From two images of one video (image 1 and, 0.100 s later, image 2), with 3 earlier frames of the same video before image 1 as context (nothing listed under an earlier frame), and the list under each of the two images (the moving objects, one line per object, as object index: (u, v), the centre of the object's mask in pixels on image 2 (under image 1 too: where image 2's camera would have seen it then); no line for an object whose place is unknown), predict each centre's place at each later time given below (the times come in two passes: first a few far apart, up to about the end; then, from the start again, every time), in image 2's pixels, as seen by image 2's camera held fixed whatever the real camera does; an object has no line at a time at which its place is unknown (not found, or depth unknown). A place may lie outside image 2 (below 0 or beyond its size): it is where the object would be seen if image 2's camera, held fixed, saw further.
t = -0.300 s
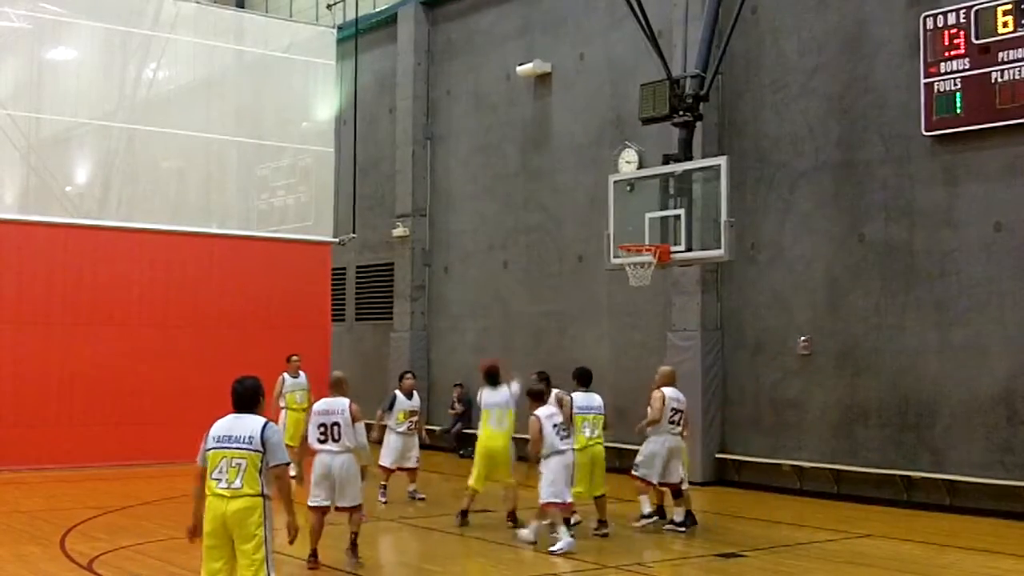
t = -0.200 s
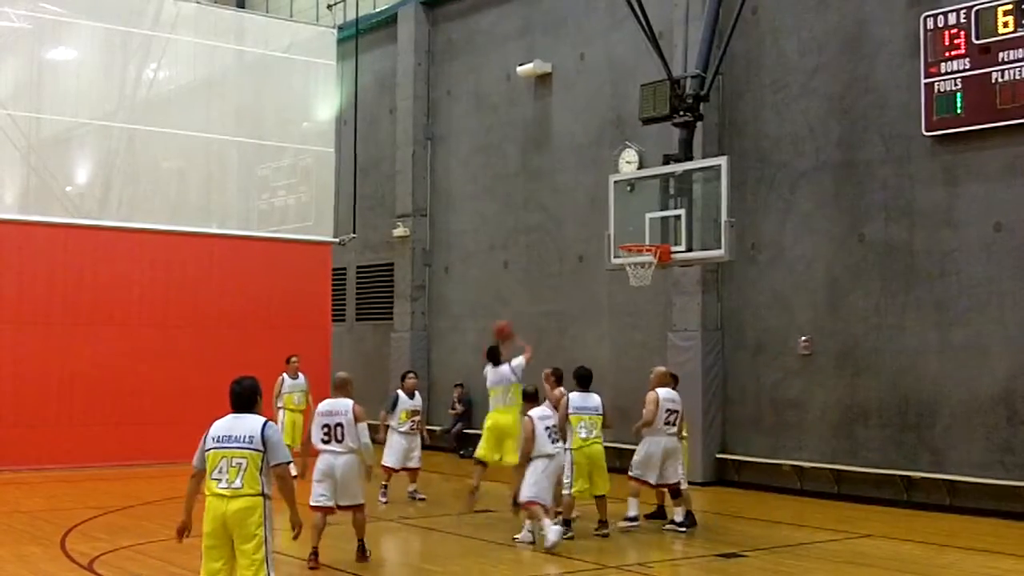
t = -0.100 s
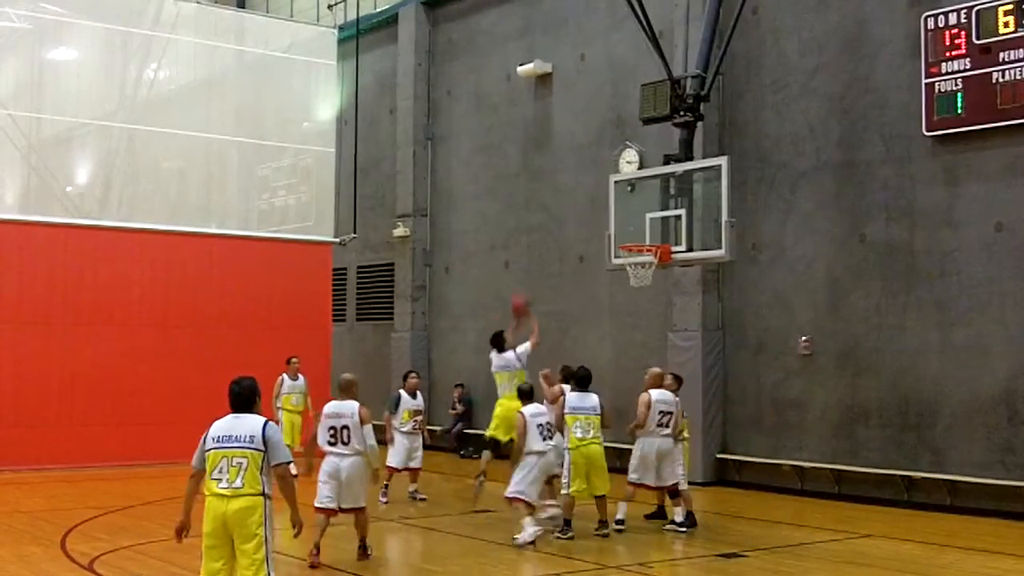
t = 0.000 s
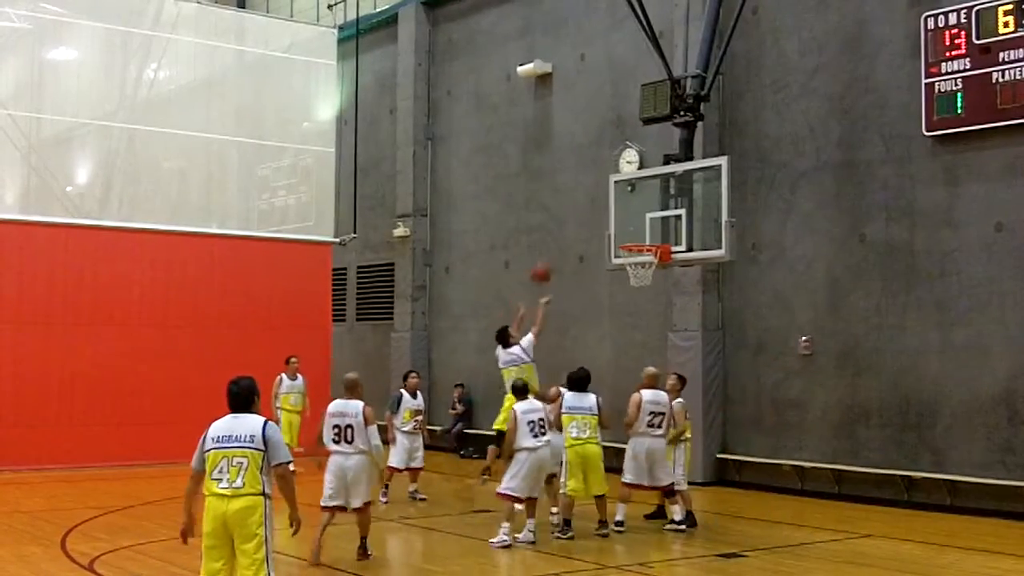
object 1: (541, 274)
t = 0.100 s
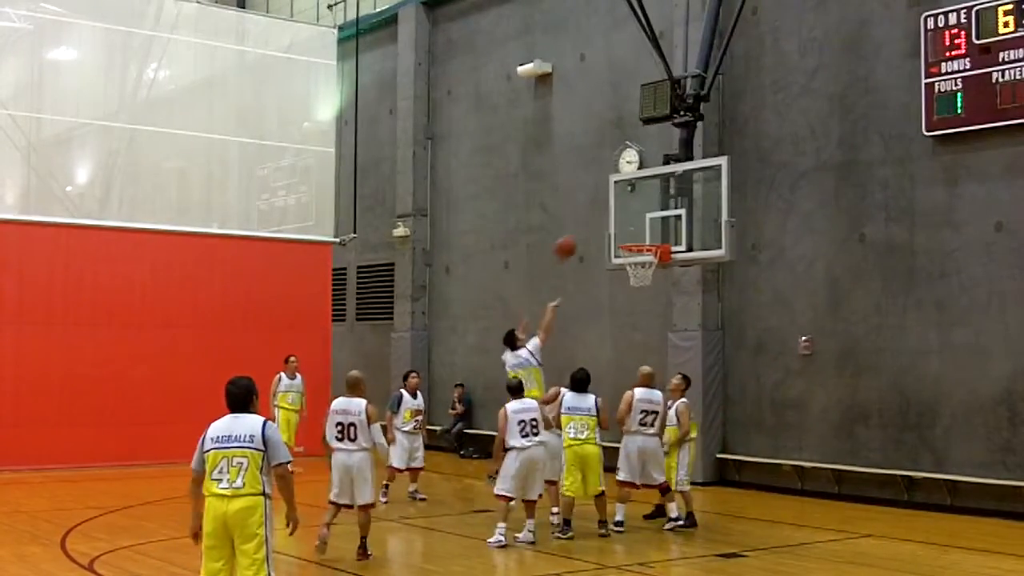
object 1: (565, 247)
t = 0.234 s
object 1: (595, 228)
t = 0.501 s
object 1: (653, 234)
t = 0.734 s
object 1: (636, 258)
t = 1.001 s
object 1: (635, 299)
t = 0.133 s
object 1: (572, 241)
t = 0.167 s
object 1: (581, 236)
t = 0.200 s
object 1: (589, 231)
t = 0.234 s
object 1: (595, 228)
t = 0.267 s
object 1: (602, 225)
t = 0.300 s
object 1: (611, 223)
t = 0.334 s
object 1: (619, 222)
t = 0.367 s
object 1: (626, 222)
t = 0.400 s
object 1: (634, 223)
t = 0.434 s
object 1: (641, 226)
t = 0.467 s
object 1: (649, 229)
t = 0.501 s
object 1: (653, 234)
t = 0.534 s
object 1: (653, 236)
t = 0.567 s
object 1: (650, 237)
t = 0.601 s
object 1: (648, 237)
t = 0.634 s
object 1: (647, 239)
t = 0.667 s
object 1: (639, 253)
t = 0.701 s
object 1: (638, 255)
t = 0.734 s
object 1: (636, 258)
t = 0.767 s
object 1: (636, 261)
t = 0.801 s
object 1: (635, 268)
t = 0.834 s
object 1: (634, 273)
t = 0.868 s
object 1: (634, 285)
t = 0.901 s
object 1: (634, 287)
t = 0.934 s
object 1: (634, 289)
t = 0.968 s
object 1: (635, 292)
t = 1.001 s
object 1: (635, 299)
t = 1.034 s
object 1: (636, 307)
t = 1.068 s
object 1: (636, 317)
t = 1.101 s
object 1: (638, 326)
